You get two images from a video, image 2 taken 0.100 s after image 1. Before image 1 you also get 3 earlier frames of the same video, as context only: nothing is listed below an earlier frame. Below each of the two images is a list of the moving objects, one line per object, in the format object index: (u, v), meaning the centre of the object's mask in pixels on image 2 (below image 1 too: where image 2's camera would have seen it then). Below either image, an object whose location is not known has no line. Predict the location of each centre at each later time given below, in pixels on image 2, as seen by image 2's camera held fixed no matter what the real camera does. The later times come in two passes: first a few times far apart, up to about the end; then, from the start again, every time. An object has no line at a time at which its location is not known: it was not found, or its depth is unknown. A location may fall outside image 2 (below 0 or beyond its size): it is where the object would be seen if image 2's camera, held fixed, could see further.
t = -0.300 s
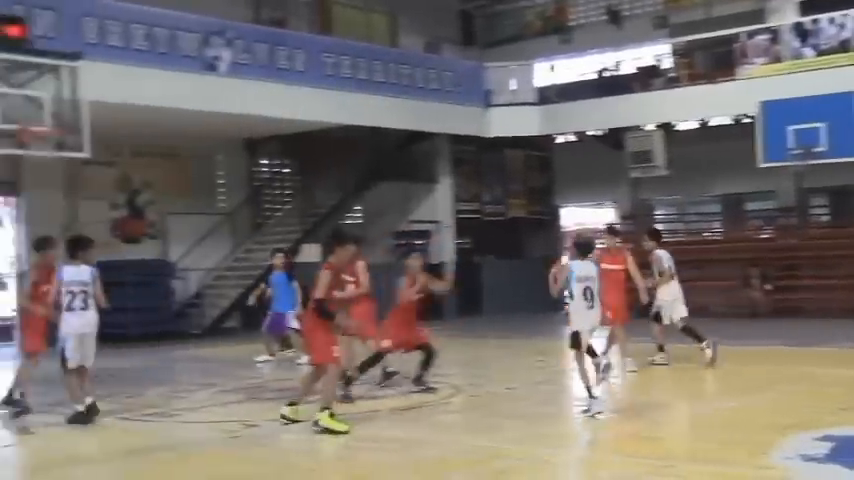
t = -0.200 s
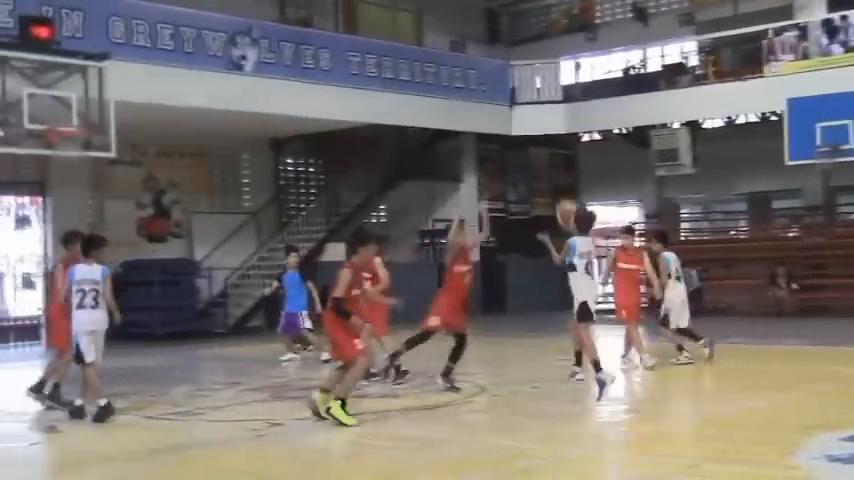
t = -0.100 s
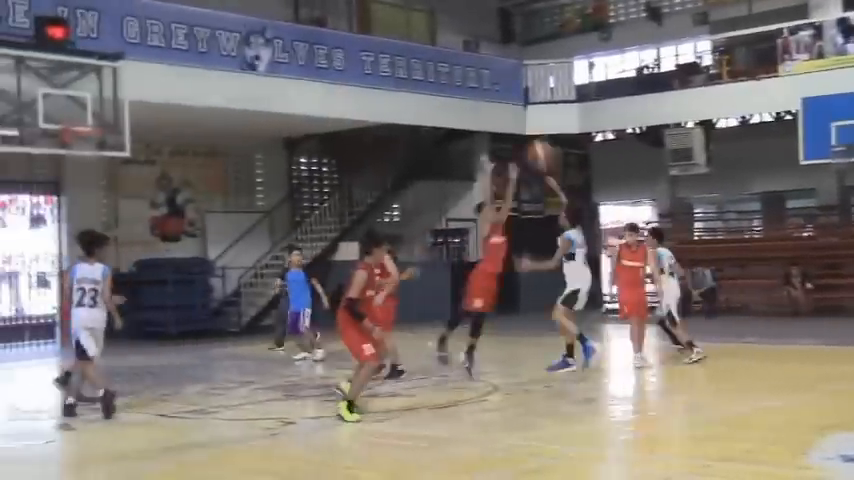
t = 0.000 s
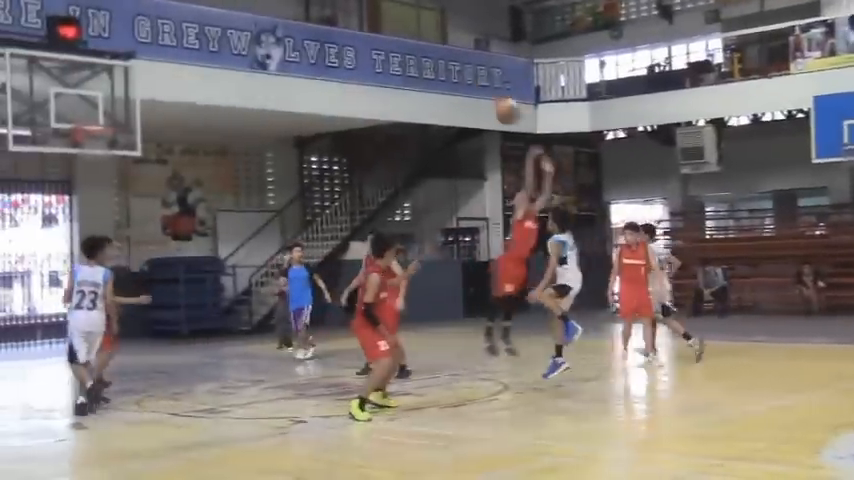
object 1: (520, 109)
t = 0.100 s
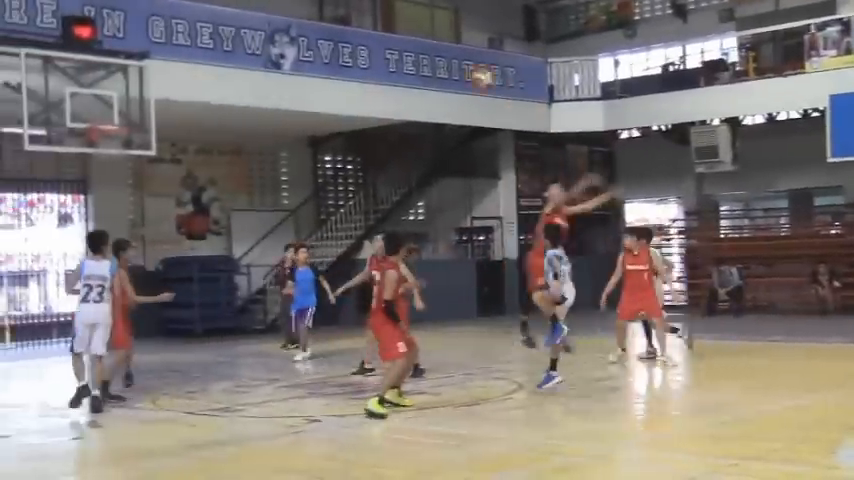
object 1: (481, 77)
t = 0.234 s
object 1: (436, 58)
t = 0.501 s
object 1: (363, 71)
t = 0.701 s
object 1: (320, 113)
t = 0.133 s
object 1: (468, 71)
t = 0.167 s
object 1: (459, 67)
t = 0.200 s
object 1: (446, 61)
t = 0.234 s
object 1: (436, 58)
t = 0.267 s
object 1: (425, 56)
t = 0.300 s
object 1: (414, 56)
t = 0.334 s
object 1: (405, 56)
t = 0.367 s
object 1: (396, 58)
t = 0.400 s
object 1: (386, 59)
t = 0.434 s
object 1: (377, 63)
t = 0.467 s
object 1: (370, 65)
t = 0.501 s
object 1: (363, 71)
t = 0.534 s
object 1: (354, 77)
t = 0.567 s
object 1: (347, 83)
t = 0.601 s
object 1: (339, 90)
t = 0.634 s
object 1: (332, 97)
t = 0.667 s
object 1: (325, 106)
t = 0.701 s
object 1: (320, 113)
